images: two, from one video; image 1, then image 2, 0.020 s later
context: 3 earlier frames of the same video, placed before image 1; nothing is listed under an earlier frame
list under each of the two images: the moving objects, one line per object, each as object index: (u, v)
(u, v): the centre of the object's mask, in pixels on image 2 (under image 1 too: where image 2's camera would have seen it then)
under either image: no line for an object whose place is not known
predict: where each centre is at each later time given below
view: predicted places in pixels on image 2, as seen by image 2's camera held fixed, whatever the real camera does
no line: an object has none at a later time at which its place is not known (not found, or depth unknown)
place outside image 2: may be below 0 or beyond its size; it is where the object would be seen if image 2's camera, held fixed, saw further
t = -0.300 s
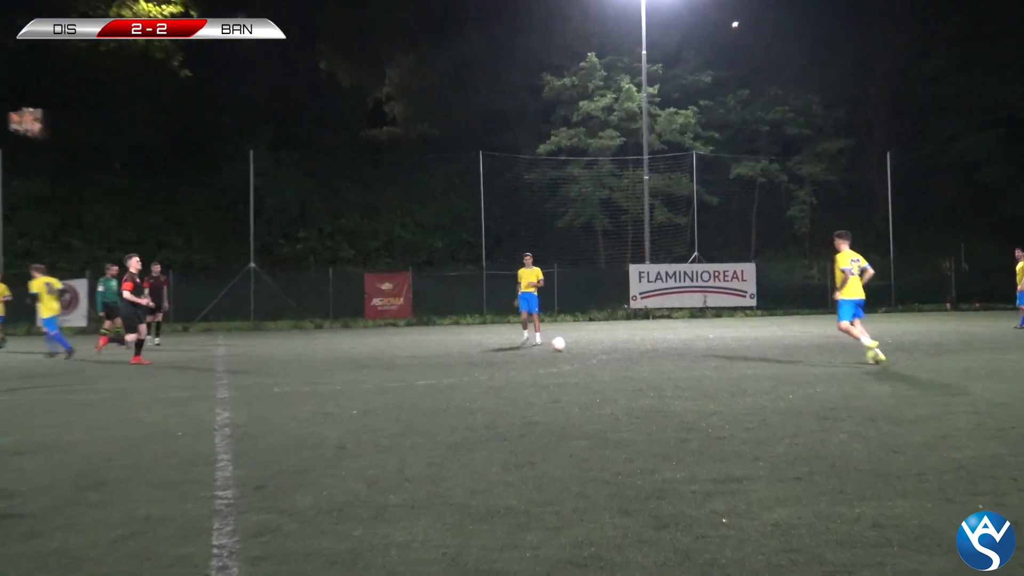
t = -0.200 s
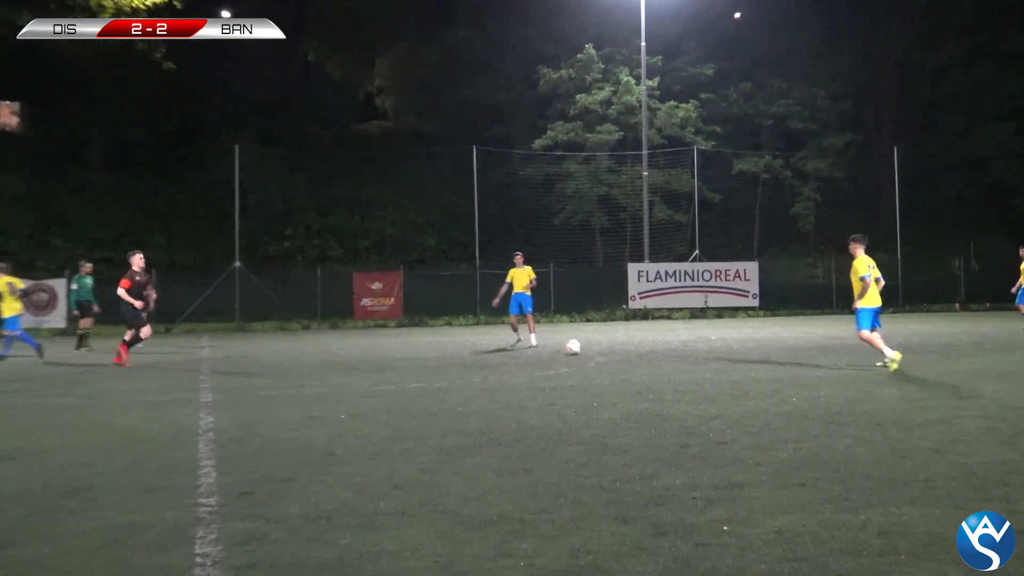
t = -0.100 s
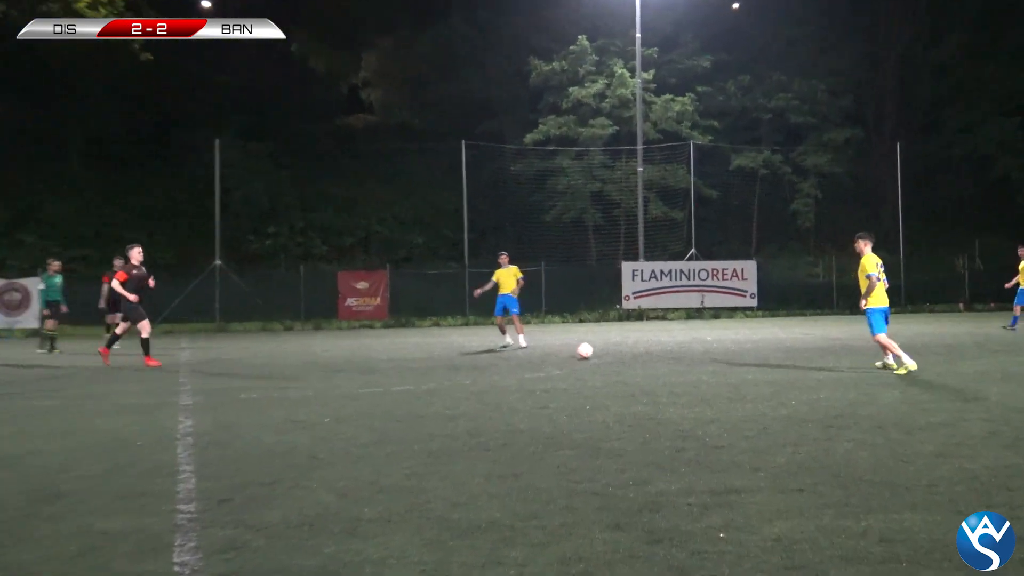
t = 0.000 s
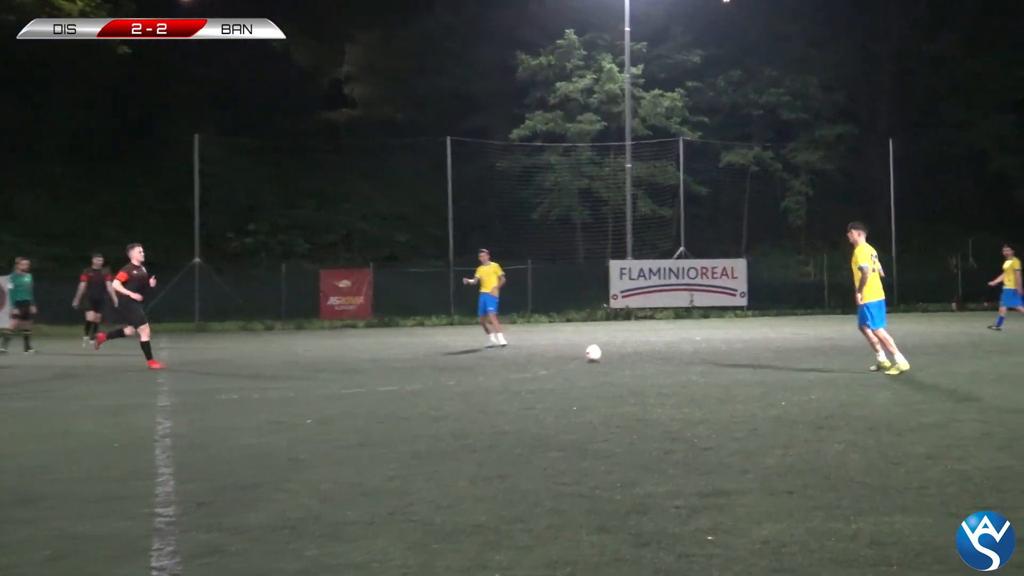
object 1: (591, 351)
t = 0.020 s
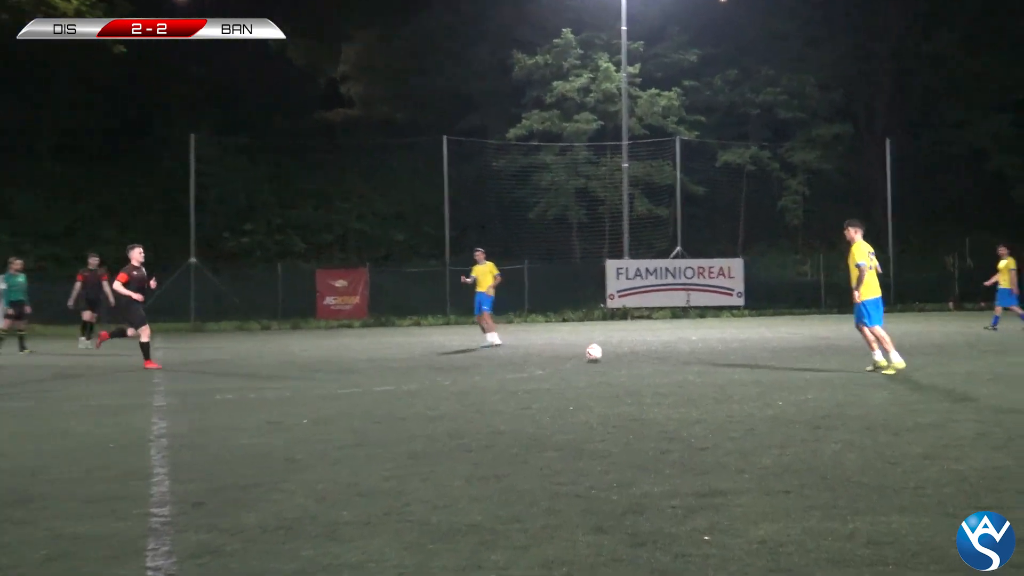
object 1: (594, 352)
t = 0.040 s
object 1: (598, 353)
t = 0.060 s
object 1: (601, 352)
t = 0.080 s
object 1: (603, 353)
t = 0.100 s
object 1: (606, 353)
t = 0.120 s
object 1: (610, 354)
